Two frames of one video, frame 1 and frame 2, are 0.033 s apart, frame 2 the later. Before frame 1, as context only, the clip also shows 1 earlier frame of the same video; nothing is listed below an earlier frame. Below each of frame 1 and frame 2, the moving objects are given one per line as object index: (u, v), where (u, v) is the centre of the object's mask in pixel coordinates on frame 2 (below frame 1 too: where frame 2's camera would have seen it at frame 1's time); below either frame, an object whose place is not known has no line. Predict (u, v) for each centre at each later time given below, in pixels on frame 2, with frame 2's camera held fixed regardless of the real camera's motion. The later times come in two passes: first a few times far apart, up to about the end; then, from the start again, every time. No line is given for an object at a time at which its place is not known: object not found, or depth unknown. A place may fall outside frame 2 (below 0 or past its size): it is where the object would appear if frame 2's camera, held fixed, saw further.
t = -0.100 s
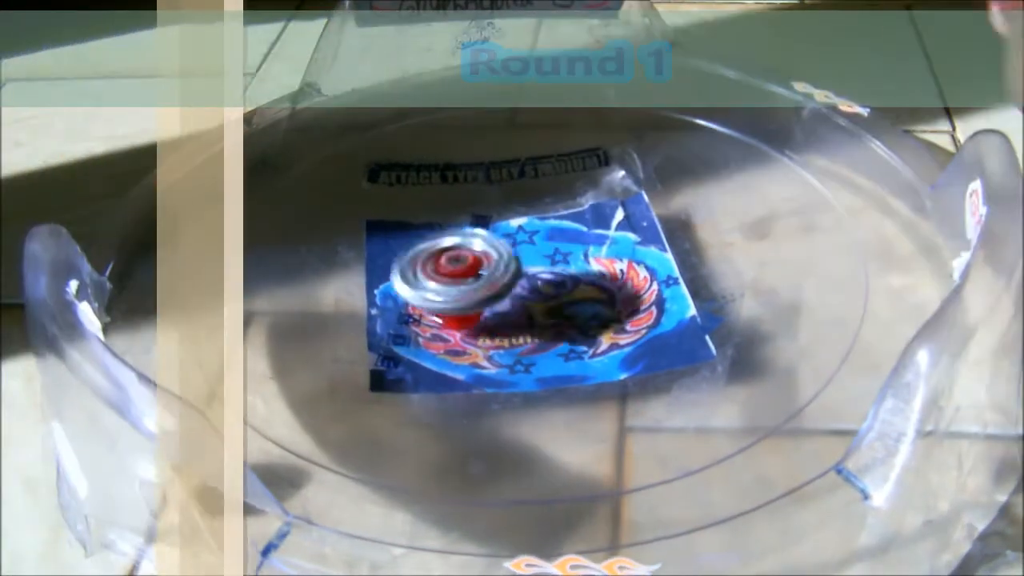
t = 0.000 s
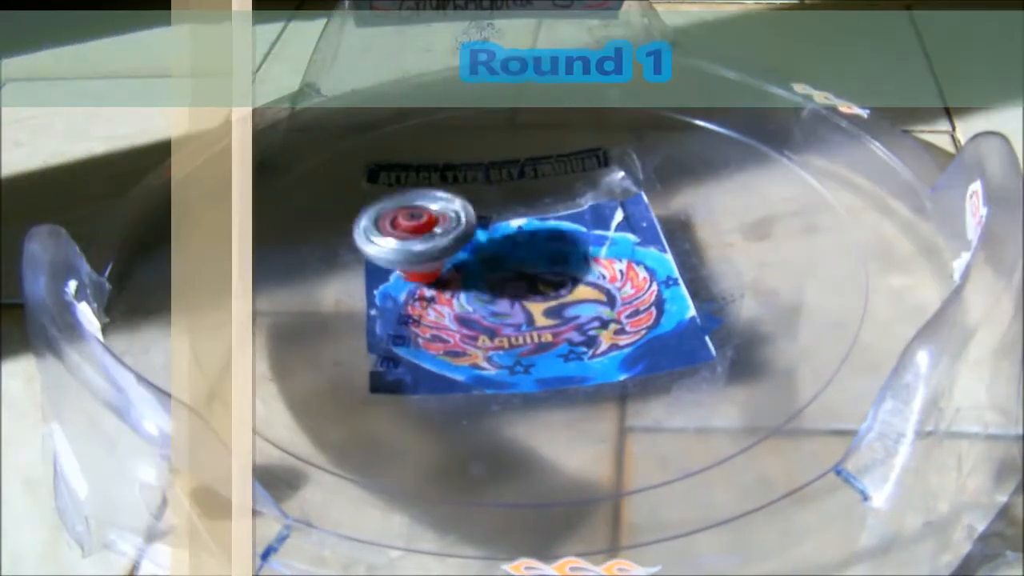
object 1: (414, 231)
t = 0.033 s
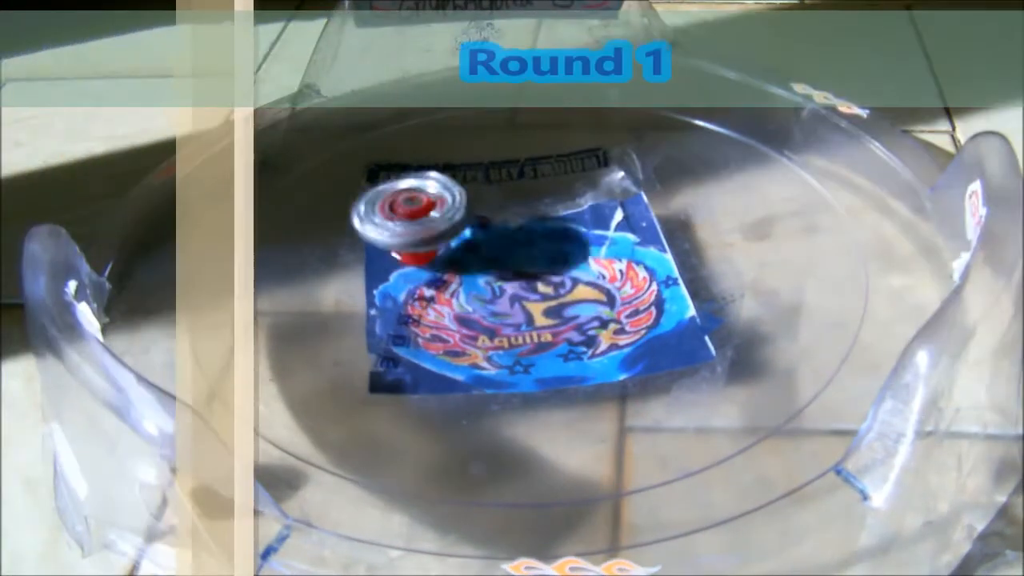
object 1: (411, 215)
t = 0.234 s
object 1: (496, 150)
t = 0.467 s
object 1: (661, 203)
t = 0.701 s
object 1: (589, 327)
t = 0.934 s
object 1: (384, 275)
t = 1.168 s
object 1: (424, 143)
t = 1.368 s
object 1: (614, 141)
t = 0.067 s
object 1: (416, 202)
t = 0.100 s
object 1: (423, 190)
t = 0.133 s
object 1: (434, 175)
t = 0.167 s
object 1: (452, 165)
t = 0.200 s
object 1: (473, 155)
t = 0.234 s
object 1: (496, 150)
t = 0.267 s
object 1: (522, 147)
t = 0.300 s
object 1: (549, 149)
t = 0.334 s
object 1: (581, 156)
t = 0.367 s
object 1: (602, 161)
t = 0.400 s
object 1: (626, 173)
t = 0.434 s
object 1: (646, 186)
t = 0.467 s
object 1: (661, 203)
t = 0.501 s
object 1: (674, 224)
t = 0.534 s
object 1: (676, 245)
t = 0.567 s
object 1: (674, 264)
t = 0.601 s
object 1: (662, 286)
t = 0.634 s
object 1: (643, 303)
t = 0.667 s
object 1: (618, 316)
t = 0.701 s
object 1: (589, 327)
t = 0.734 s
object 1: (557, 332)
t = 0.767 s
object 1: (523, 333)
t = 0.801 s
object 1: (488, 329)
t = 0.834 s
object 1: (455, 320)
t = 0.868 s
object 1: (426, 309)
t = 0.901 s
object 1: (404, 294)
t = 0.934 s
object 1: (384, 275)
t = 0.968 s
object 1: (371, 257)
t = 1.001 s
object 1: (364, 239)
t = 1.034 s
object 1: (360, 217)
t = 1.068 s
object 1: (367, 196)
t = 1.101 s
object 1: (381, 178)
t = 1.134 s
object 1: (400, 159)
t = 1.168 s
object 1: (424, 143)
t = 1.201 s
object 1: (453, 134)
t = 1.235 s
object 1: (484, 125)
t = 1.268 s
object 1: (517, 123)
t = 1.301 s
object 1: (551, 127)
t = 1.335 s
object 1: (583, 131)
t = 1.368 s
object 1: (614, 141)
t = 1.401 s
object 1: (642, 152)
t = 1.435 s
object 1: (667, 171)
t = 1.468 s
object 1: (690, 192)
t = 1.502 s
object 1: (703, 219)
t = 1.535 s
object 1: (711, 245)
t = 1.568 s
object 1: (707, 272)
